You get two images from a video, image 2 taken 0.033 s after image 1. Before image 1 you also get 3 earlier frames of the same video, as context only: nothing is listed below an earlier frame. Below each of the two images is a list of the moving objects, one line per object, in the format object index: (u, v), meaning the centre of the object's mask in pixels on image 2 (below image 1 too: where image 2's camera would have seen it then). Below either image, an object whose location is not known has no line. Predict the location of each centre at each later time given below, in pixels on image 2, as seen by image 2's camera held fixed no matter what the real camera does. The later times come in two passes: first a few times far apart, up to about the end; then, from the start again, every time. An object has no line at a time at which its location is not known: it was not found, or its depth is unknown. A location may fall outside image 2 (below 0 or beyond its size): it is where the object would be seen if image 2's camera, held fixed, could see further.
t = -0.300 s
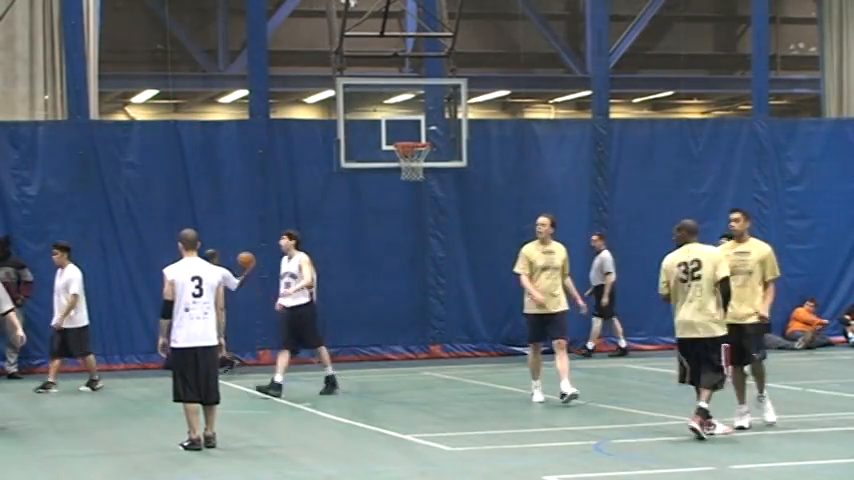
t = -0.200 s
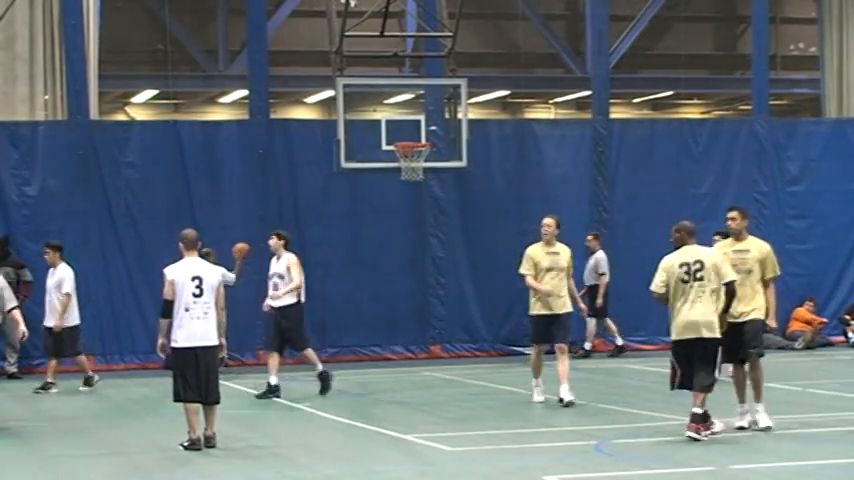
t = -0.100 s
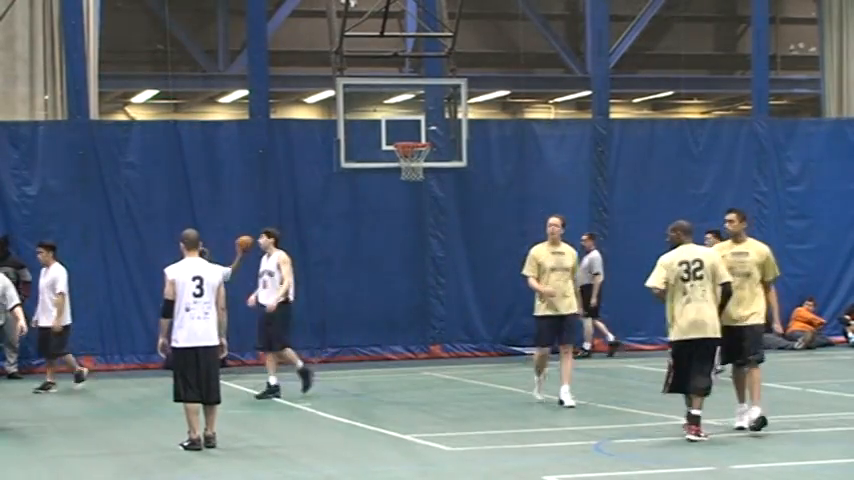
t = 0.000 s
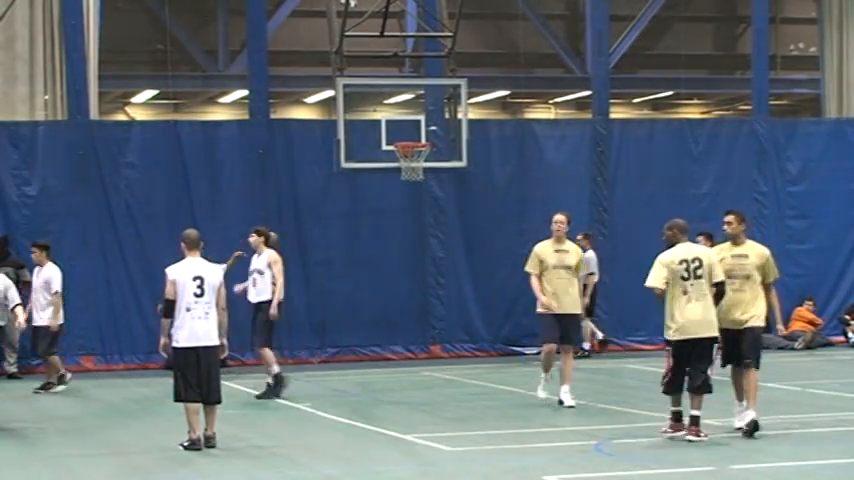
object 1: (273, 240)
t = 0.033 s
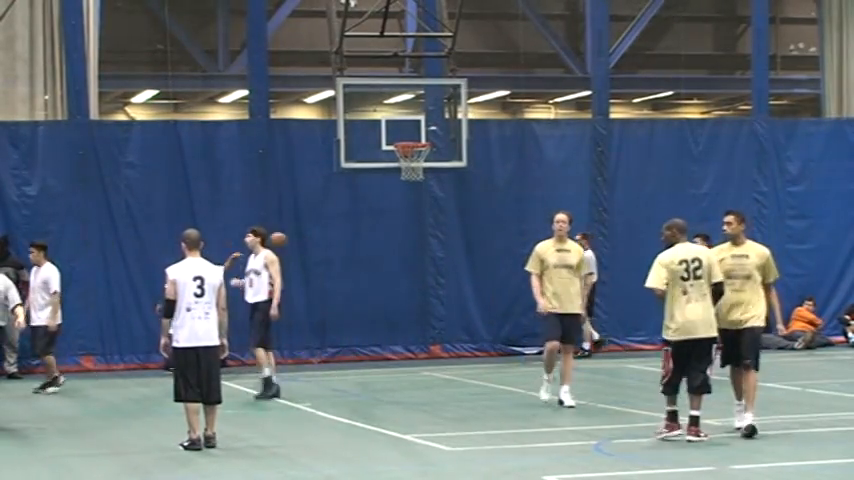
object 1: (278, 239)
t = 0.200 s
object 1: (321, 253)
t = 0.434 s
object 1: (380, 306)
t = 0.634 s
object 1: (422, 338)
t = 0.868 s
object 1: (441, 285)
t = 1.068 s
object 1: (459, 270)
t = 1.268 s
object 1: (477, 281)
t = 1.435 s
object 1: (493, 310)
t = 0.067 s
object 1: (287, 240)
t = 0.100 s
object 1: (295, 242)
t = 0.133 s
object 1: (304, 245)
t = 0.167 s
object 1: (312, 248)
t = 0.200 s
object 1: (321, 253)
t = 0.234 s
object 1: (329, 259)
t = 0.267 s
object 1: (338, 264)
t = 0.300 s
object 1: (346, 270)
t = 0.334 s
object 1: (355, 278)
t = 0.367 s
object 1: (363, 287)
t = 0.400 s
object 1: (372, 296)
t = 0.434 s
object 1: (380, 306)
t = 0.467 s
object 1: (389, 316)
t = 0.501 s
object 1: (397, 327)
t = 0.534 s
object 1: (406, 338)
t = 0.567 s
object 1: (415, 352)
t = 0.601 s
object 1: (418, 348)
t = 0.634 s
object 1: (422, 338)
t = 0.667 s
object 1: (424, 329)
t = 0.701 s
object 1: (426, 319)
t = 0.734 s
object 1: (430, 311)
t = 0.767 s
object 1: (432, 303)
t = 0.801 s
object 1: (435, 296)
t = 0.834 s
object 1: (438, 290)
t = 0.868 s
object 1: (441, 285)
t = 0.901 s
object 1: (444, 281)
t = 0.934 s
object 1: (447, 278)
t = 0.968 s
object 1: (450, 274)
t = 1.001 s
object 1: (453, 272)
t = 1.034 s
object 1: (456, 270)
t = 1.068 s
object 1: (459, 270)
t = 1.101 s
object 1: (462, 270)
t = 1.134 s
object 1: (465, 271)
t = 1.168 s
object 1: (468, 272)
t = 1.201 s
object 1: (471, 274)
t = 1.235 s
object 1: (474, 277)
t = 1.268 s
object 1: (477, 281)
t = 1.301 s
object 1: (480, 285)
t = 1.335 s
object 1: (483, 291)
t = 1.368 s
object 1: (487, 297)
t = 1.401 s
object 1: (489, 302)
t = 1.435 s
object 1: (493, 310)
